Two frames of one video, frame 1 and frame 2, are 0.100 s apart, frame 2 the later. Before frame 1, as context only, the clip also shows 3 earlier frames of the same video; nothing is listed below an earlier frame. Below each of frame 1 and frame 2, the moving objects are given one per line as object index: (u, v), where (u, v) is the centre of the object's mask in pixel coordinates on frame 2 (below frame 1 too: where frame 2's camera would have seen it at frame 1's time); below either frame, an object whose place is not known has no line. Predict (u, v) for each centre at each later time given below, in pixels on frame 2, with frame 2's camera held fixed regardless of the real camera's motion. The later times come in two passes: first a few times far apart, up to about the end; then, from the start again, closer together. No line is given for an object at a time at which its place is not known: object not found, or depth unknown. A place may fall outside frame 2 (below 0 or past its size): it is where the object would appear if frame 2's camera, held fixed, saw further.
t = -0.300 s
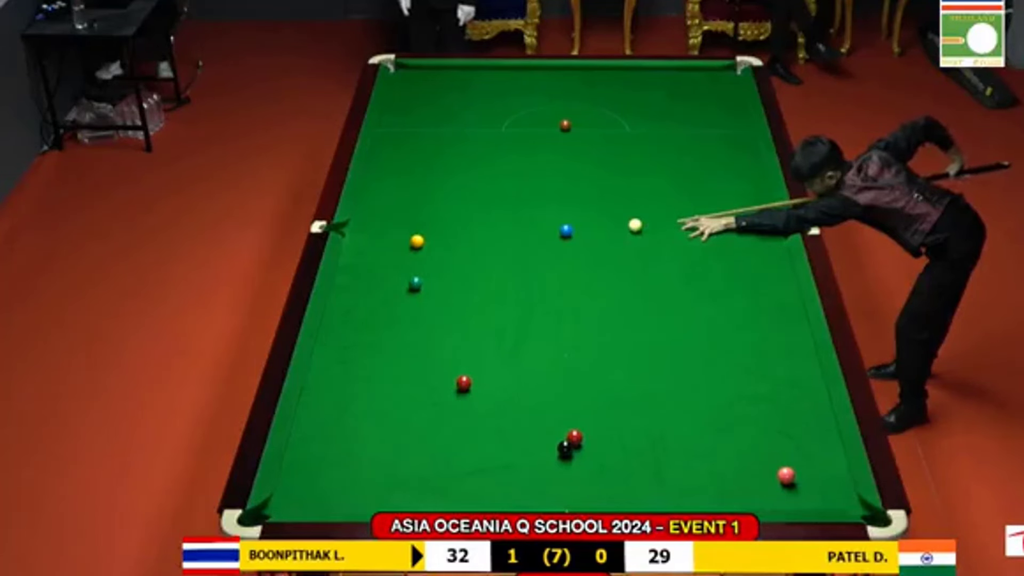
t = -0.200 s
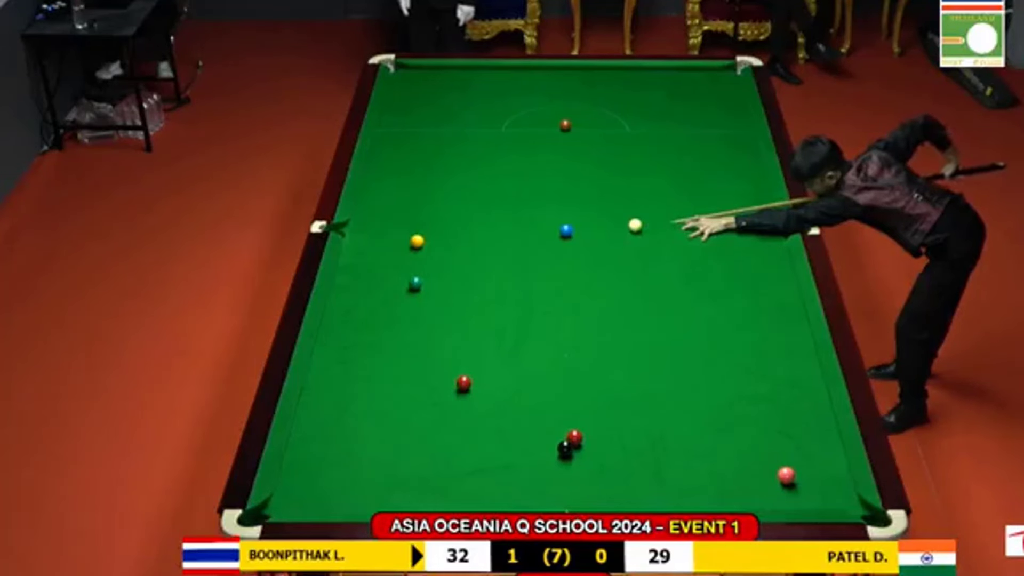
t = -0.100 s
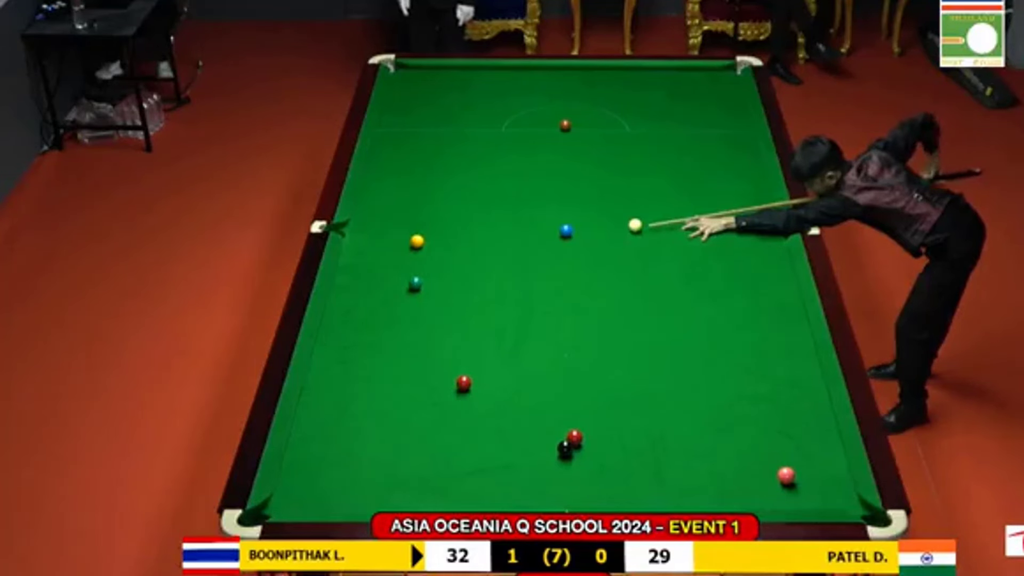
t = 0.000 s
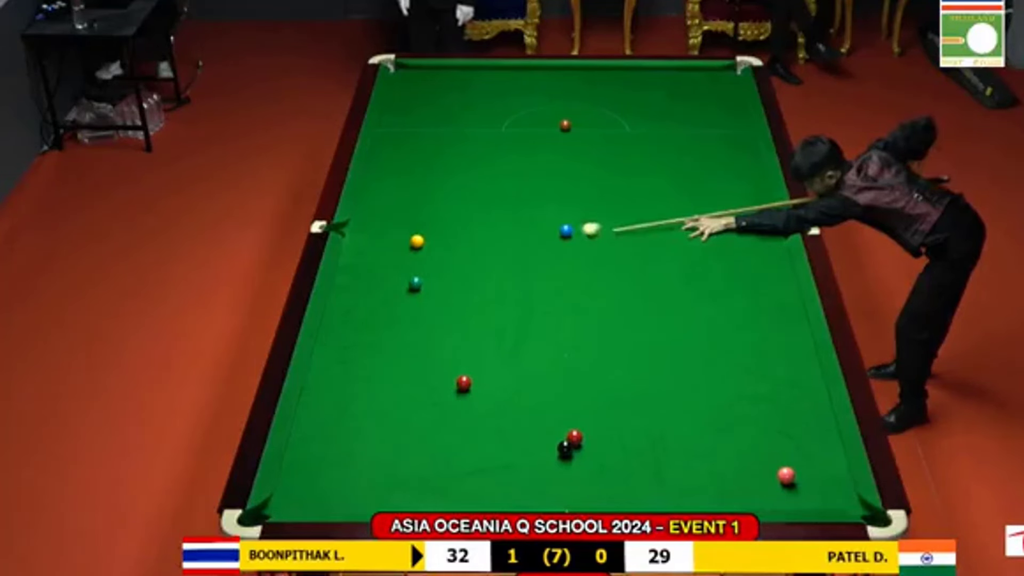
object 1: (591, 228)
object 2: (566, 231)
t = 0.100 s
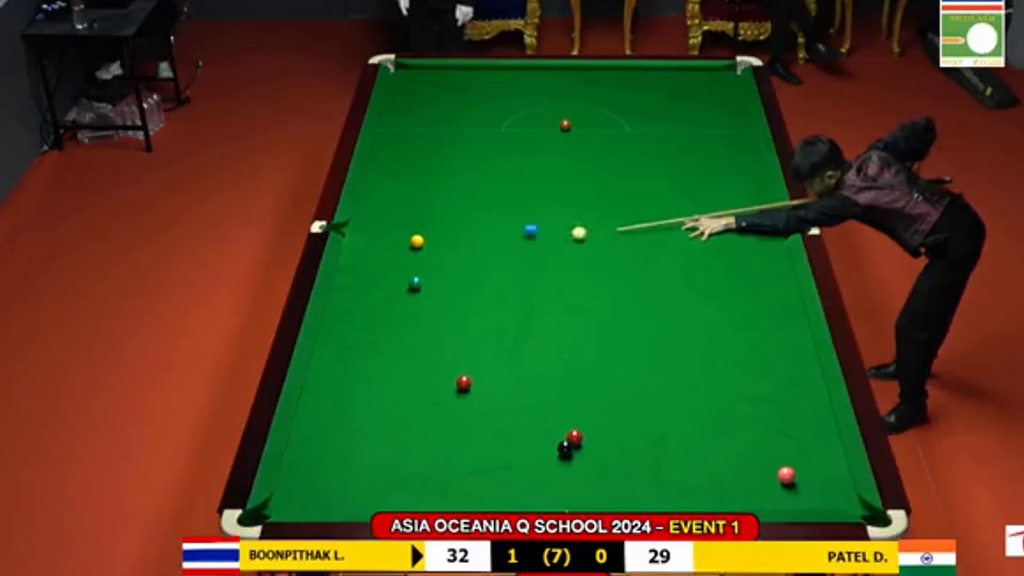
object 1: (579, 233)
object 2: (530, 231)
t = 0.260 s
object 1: (583, 237)
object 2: (465, 231)
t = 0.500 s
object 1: (589, 243)
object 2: (378, 231)
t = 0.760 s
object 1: (595, 248)
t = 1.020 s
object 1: (601, 253)
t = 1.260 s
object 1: (606, 257)
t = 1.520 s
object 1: (610, 261)
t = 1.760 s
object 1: (614, 264)
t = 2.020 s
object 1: (617, 267)
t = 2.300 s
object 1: (619, 269)
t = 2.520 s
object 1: (621, 271)
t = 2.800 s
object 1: (621, 271)
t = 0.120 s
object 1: (579, 234)
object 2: (521, 231)
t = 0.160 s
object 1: (580, 235)
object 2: (504, 231)
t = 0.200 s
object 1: (581, 235)
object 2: (488, 231)
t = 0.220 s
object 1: (582, 236)
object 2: (479, 231)
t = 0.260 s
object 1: (583, 237)
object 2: (465, 231)
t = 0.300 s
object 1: (584, 238)
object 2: (450, 231)
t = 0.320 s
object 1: (585, 238)
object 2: (442, 231)
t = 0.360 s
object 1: (586, 239)
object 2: (429, 231)
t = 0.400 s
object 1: (587, 240)
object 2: (415, 229)
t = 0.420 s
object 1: (587, 241)
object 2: (408, 230)
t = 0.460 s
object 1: (588, 242)
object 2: (392, 230)
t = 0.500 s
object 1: (589, 243)
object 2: (378, 231)
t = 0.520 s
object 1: (590, 243)
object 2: (371, 231)
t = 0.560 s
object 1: (591, 244)
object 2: (357, 230)
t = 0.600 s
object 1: (591, 245)
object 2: (344, 230)
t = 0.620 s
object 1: (592, 245)
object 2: (339, 229)
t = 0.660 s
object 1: (593, 246)
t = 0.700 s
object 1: (594, 247)
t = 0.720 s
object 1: (595, 248)
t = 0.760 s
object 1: (595, 248)
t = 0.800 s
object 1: (596, 249)
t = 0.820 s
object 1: (596, 249)
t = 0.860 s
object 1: (598, 250)
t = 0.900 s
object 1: (599, 251)
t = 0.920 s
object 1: (599, 252)
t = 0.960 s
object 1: (600, 252)
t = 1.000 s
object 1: (601, 253)
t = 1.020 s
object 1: (601, 253)
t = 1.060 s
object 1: (602, 254)
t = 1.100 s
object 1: (603, 255)
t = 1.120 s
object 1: (603, 255)
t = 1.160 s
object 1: (604, 256)
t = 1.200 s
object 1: (605, 256)
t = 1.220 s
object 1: (605, 256)
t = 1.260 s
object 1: (606, 257)
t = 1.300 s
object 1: (607, 258)
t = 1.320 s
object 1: (607, 258)
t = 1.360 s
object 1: (607, 259)
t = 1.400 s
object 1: (608, 260)
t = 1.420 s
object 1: (609, 260)
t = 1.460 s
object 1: (609, 261)
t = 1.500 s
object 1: (610, 261)
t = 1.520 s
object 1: (610, 261)
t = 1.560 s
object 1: (611, 262)
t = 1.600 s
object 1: (611, 262)
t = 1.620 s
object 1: (612, 263)
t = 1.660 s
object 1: (612, 263)
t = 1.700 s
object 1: (613, 264)
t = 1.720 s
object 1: (613, 264)
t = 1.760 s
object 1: (614, 264)
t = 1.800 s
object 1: (614, 265)
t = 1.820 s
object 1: (615, 265)
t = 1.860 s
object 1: (615, 265)
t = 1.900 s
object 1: (615, 266)
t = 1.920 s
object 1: (616, 266)
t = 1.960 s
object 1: (616, 266)
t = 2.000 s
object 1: (617, 267)
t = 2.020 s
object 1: (617, 267)
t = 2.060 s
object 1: (617, 268)
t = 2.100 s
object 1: (617, 268)
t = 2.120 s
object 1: (618, 268)
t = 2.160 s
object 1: (618, 268)
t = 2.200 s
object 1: (618, 269)
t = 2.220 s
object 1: (619, 269)
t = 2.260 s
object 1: (619, 269)
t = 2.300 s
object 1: (619, 269)
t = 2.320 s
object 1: (620, 270)
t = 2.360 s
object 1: (620, 270)
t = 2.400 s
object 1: (620, 270)
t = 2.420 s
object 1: (620, 270)
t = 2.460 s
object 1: (620, 270)
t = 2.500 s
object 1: (621, 271)
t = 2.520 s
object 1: (621, 271)
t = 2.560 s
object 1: (621, 271)
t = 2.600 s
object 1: (621, 271)
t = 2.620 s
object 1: (621, 271)
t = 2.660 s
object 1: (621, 271)
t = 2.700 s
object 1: (621, 271)
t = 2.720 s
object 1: (621, 271)
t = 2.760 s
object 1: (621, 271)
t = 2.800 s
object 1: (621, 271)
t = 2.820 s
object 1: (621, 271)
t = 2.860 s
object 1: (621, 271)
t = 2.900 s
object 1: (621, 271)
